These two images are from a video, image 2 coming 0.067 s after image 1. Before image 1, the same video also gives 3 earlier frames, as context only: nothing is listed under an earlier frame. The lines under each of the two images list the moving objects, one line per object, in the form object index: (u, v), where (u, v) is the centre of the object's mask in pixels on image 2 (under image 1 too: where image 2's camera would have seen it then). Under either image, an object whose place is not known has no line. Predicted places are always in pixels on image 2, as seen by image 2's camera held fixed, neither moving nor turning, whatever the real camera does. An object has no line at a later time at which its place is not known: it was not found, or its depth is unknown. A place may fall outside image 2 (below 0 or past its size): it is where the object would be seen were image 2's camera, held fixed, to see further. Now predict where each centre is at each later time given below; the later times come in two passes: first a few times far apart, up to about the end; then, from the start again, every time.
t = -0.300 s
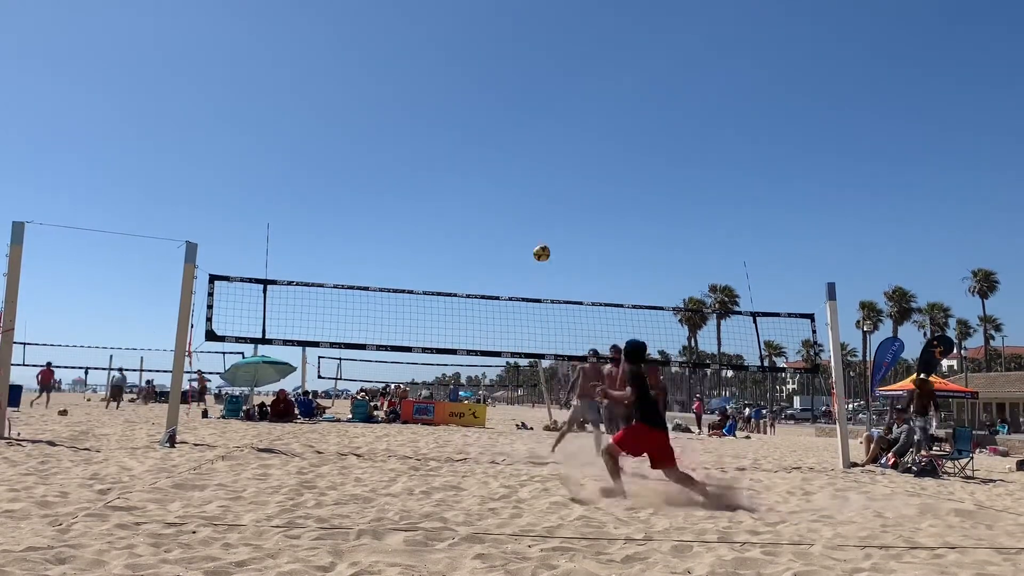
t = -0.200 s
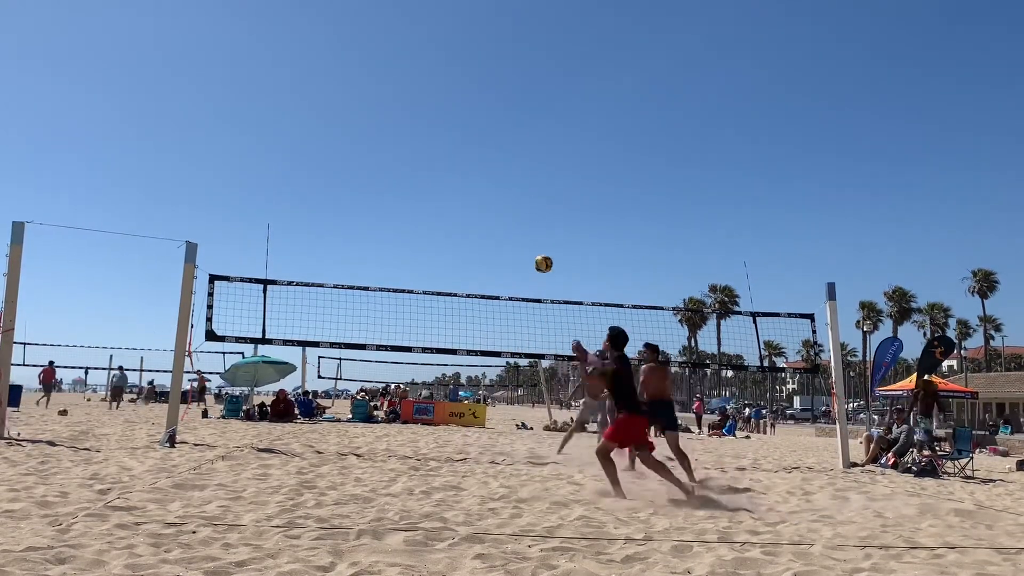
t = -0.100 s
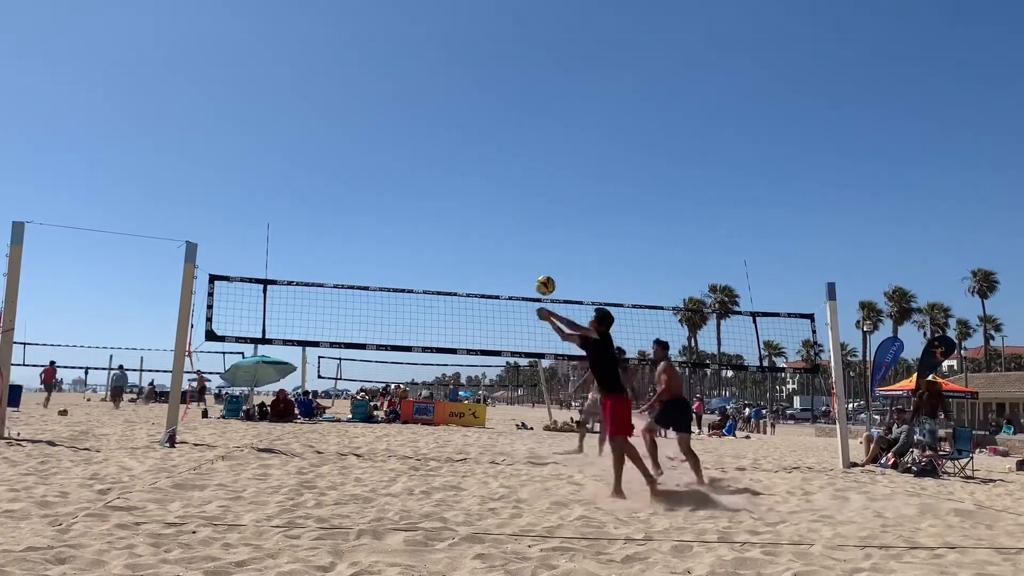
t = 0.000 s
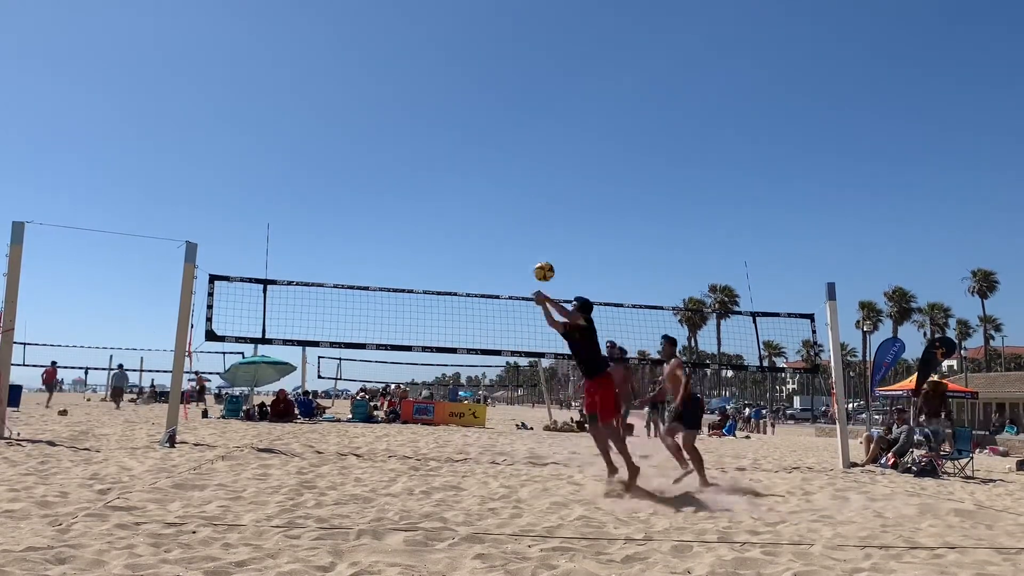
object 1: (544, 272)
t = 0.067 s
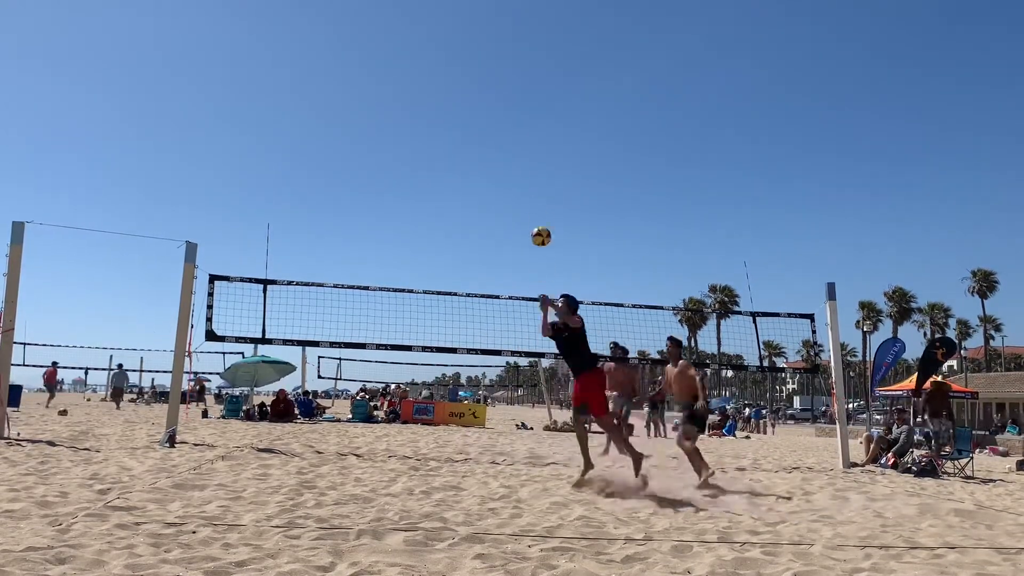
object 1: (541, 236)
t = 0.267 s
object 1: (533, 162)
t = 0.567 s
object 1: (529, 123)
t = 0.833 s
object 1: (532, 148)
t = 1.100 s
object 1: (536, 217)
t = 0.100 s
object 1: (539, 221)
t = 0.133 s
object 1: (538, 206)
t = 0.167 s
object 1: (537, 193)
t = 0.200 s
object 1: (535, 182)
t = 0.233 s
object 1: (534, 171)
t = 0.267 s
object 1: (533, 162)
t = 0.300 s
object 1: (532, 153)
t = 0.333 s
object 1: (531, 146)
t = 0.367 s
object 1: (530, 139)
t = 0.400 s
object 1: (530, 134)
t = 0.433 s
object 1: (530, 130)
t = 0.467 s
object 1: (529, 126)
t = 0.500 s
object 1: (529, 124)
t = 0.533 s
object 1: (529, 123)
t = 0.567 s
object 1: (529, 123)
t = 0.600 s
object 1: (529, 124)
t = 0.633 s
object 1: (529, 125)
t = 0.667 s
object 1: (530, 127)
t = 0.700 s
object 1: (530, 130)
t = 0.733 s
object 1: (530, 133)
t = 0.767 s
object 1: (531, 137)
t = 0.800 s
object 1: (531, 143)
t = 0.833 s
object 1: (532, 148)
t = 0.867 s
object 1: (533, 154)
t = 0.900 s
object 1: (533, 161)
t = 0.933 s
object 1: (534, 169)
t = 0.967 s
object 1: (534, 177)
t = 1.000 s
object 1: (534, 186)
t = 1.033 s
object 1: (535, 196)
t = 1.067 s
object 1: (536, 207)
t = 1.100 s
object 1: (536, 217)
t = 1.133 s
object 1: (537, 229)
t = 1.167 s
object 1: (538, 242)
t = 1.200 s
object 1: (538, 256)
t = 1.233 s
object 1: (539, 269)
